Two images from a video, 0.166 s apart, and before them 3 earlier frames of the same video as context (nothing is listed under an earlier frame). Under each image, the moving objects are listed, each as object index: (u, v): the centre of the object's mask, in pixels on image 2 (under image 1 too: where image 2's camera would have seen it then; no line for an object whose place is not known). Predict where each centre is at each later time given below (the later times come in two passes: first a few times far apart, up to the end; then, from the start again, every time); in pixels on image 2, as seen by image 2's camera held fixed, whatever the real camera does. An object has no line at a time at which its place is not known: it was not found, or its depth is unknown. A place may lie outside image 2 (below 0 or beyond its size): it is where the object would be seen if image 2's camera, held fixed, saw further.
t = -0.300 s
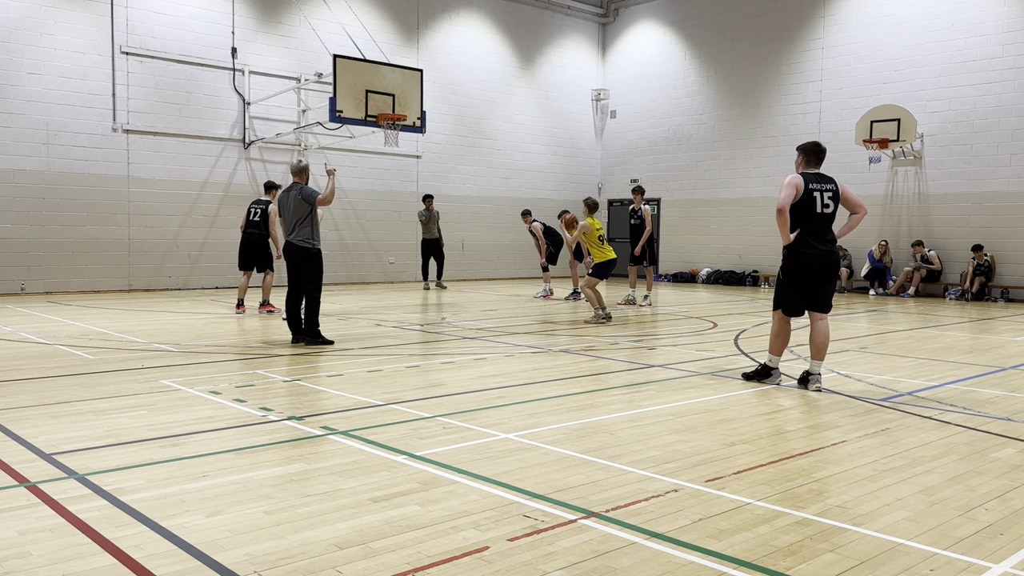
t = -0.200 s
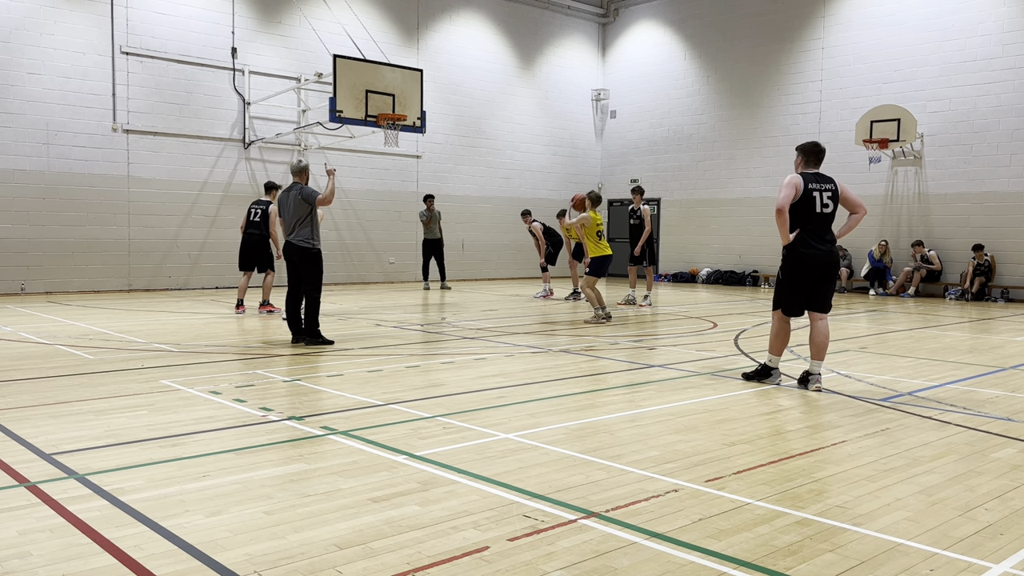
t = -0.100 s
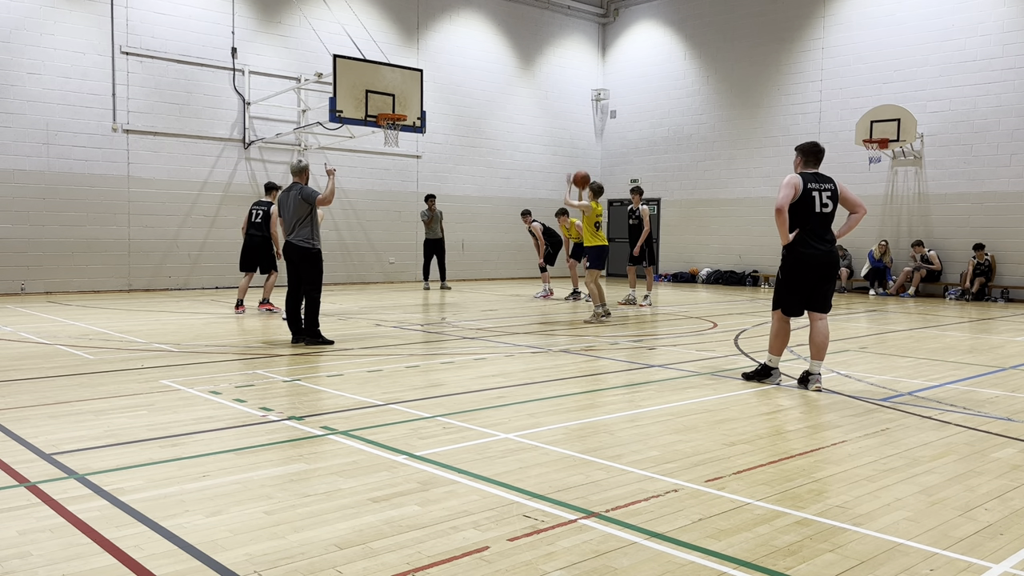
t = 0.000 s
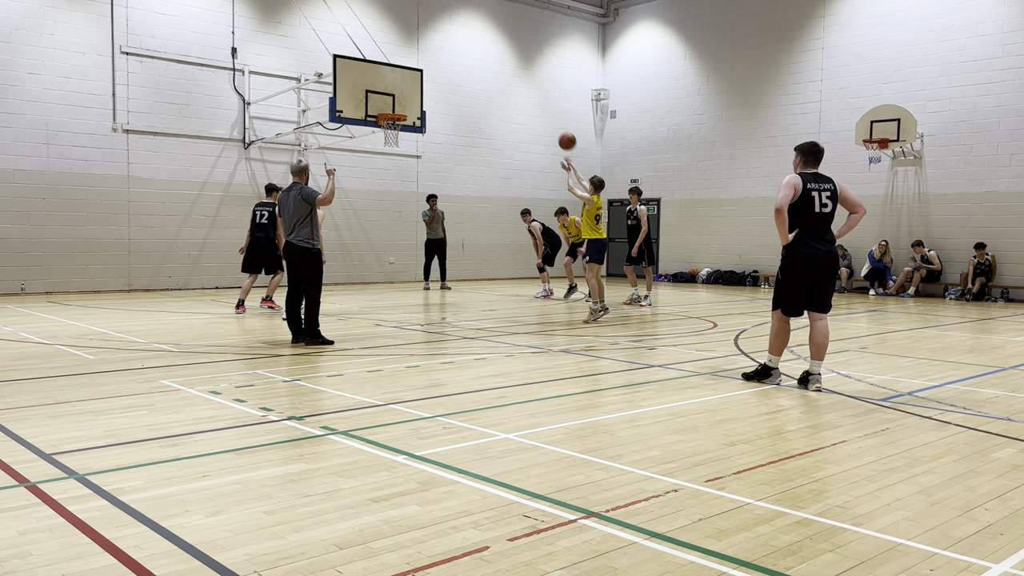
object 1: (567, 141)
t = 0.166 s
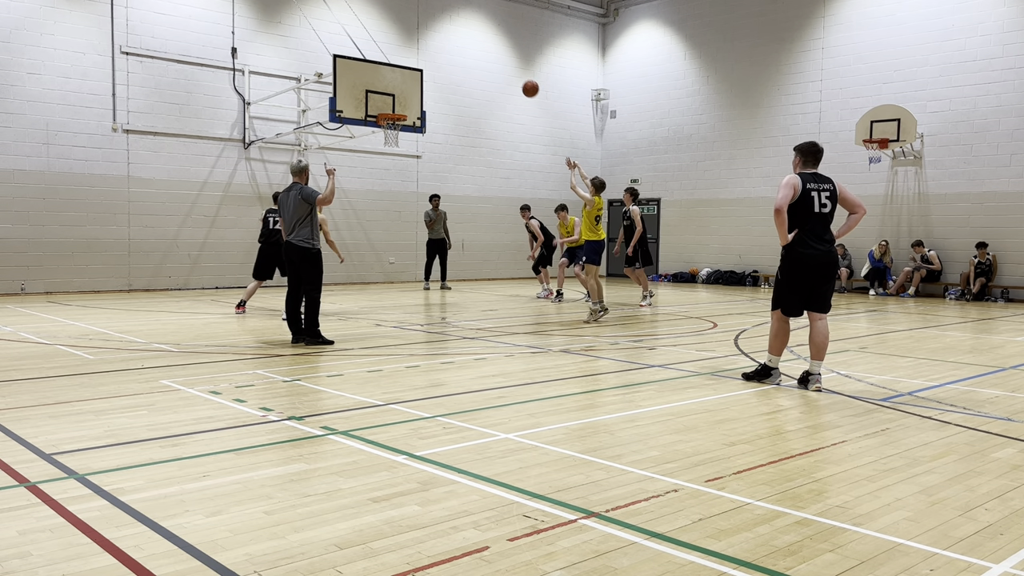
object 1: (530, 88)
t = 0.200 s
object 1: (523, 81)
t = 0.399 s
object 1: (483, 52)
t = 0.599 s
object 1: (446, 52)
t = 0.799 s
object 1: (412, 76)
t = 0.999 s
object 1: (392, 121)
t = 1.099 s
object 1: (396, 143)
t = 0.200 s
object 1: (523, 81)
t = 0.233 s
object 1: (516, 74)
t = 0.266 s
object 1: (509, 68)
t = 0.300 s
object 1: (502, 63)
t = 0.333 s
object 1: (496, 58)
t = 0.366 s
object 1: (489, 55)
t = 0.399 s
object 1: (483, 52)
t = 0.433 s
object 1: (476, 50)
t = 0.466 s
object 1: (470, 49)
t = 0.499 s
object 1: (464, 49)
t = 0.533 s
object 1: (458, 49)
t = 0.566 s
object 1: (452, 50)
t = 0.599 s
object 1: (446, 52)
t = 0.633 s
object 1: (440, 54)
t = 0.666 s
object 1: (434, 58)
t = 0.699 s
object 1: (429, 61)
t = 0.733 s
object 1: (423, 66)
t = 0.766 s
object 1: (417, 71)
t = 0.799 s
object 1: (412, 76)
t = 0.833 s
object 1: (407, 83)
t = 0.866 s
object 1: (402, 89)
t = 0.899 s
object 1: (397, 96)
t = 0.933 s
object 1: (391, 104)
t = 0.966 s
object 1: (386, 109)
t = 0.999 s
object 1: (392, 121)
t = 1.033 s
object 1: (391, 129)
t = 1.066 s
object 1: (393, 135)
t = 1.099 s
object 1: (396, 143)
